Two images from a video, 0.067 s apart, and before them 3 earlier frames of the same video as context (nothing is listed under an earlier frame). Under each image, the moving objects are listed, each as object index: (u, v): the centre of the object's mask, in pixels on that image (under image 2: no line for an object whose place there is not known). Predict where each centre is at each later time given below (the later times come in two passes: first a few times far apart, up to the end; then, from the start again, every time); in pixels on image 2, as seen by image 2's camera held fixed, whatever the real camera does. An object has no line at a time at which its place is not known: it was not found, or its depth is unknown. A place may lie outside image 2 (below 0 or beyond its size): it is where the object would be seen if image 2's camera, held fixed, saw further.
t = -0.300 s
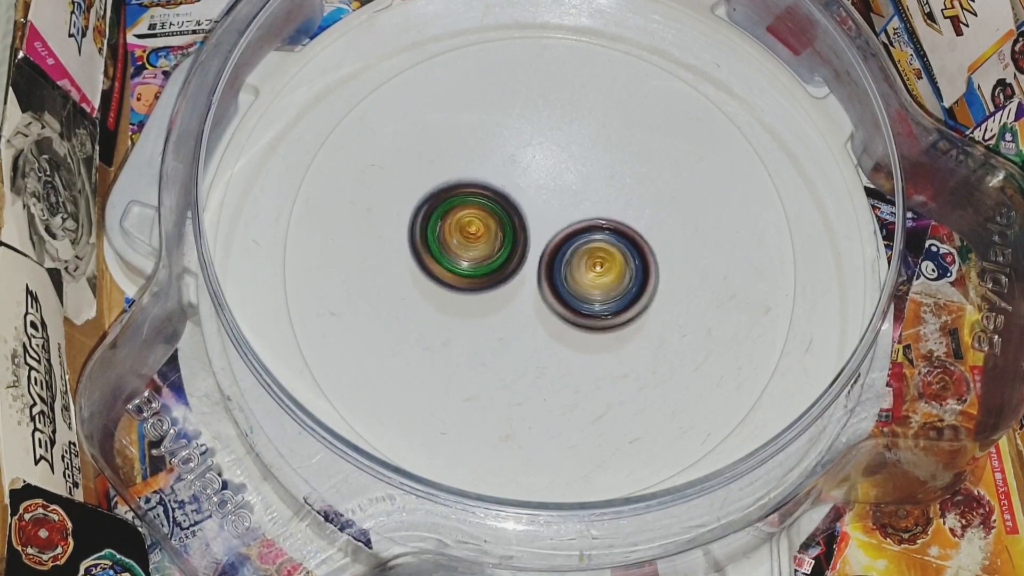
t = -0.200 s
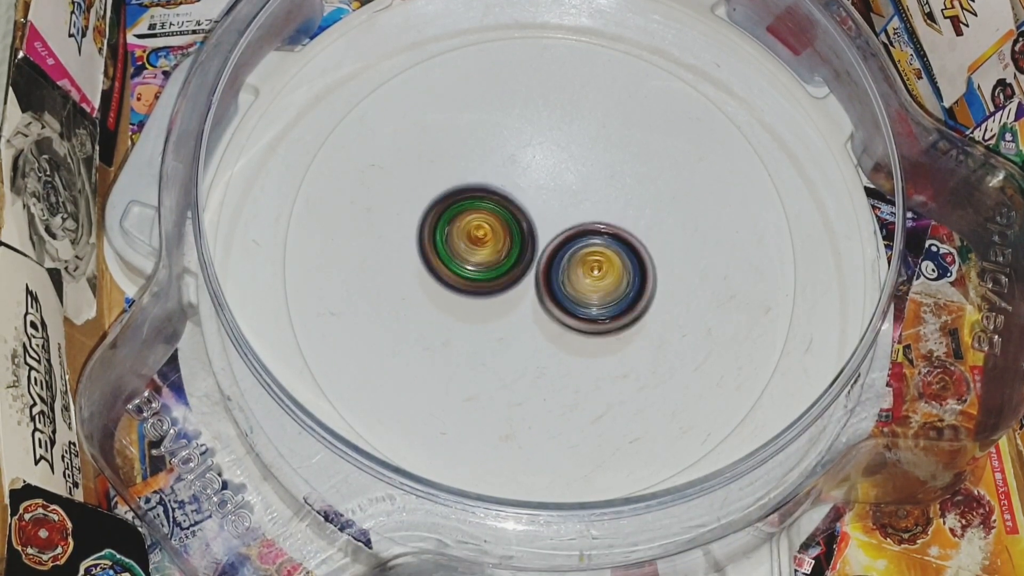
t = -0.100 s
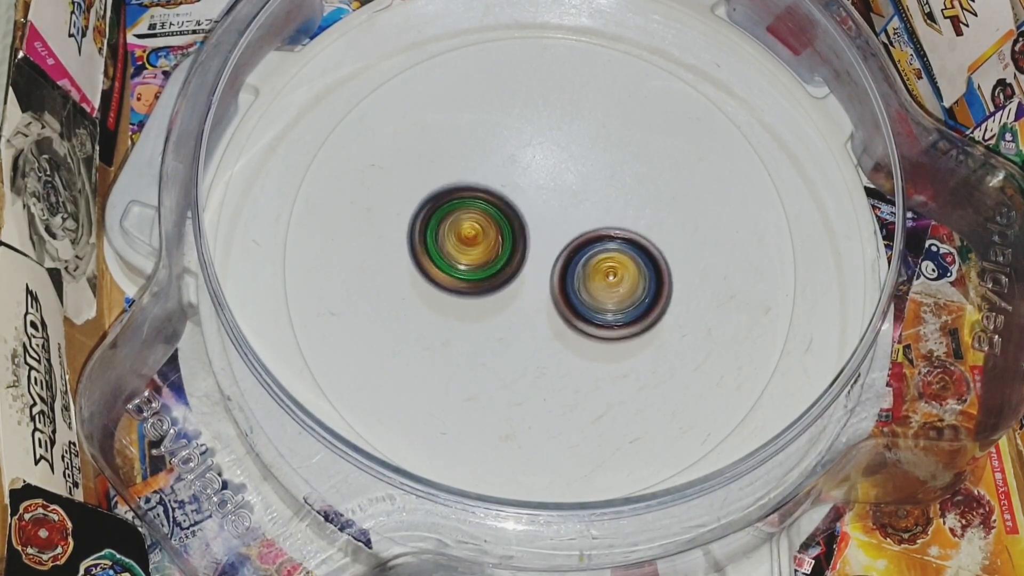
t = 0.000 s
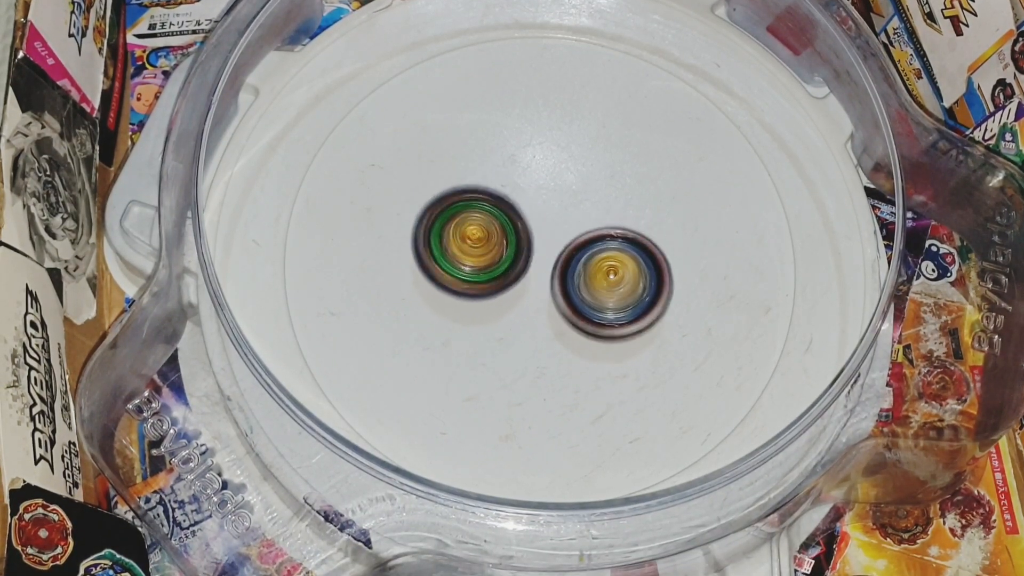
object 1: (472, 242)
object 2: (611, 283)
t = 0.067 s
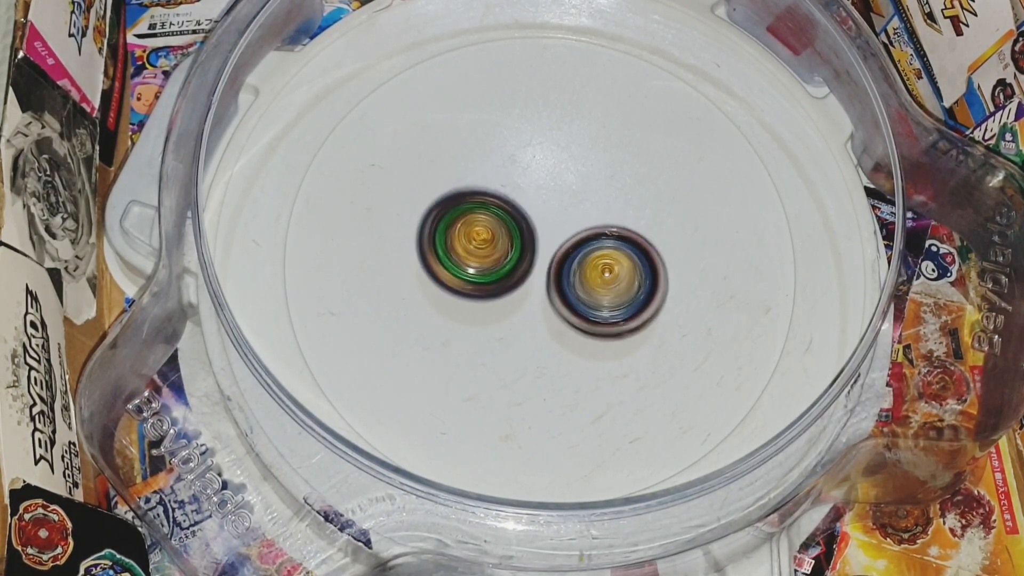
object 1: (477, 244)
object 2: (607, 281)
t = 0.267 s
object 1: (458, 239)
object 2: (626, 286)
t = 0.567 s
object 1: (473, 239)
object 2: (593, 277)
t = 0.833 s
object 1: (470, 232)
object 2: (587, 284)
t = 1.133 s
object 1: (460, 211)
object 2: (603, 305)
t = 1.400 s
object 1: (474, 207)
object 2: (599, 303)
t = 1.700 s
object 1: (484, 207)
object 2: (571, 290)
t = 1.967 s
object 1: (474, 187)
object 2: (589, 308)
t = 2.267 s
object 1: (488, 193)
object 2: (574, 293)
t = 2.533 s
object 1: (493, 192)
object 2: (561, 292)
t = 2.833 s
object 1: (503, 188)
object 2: (561, 302)
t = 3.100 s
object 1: (508, 185)
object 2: (560, 305)
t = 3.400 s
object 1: (511, 168)
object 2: (565, 320)
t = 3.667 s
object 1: (523, 178)
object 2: (554, 304)
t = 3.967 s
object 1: (530, 172)
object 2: (540, 305)
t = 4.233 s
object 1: (542, 158)
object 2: (528, 312)
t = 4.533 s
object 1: (555, 165)
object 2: (521, 302)
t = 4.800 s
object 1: (565, 170)
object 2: (515, 281)
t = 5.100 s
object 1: (579, 178)
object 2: (512, 273)
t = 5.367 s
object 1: (591, 184)
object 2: (514, 275)
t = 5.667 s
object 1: (602, 191)
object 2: (515, 281)
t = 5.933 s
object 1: (605, 199)
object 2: (518, 279)
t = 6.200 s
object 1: (610, 204)
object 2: (505, 285)
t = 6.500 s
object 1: (610, 218)
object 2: (502, 272)
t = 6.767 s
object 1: (610, 229)
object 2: (490, 265)
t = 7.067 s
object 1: (618, 235)
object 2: (487, 270)
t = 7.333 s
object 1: (621, 242)
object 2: (498, 271)
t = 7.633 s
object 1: (628, 245)
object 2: (490, 276)
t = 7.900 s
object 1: (627, 250)
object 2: (494, 281)
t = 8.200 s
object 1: (623, 257)
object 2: (498, 270)
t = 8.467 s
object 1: (616, 267)
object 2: (491, 264)
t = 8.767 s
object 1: (615, 275)
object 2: (487, 255)
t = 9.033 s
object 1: (612, 281)
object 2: (487, 248)
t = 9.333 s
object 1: (613, 286)
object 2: (483, 244)
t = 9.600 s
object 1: (610, 291)
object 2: (492, 242)
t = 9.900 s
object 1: (617, 300)
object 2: (473, 230)
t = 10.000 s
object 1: (614, 301)
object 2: (474, 230)
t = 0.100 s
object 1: (479, 244)
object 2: (604, 281)
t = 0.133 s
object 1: (481, 245)
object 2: (601, 281)
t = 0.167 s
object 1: (470, 241)
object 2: (613, 286)
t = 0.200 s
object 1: (460, 239)
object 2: (621, 288)
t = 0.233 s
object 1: (457, 239)
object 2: (625, 288)
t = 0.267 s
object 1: (458, 239)
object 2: (626, 286)
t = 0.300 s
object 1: (458, 238)
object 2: (626, 285)
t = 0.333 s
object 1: (458, 237)
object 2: (624, 284)
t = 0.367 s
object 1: (459, 237)
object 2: (622, 282)
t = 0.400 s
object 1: (461, 237)
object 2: (618, 280)
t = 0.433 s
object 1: (463, 237)
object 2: (614, 279)
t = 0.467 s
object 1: (466, 237)
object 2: (609, 278)
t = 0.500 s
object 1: (469, 238)
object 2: (604, 277)
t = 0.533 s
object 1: (472, 238)
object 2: (598, 276)
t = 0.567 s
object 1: (473, 239)
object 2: (593, 277)
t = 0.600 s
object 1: (467, 236)
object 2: (595, 278)
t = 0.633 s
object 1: (467, 236)
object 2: (594, 279)
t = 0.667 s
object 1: (468, 236)
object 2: (591, 279)
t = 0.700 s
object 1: (470, 236)
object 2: (587, 280)
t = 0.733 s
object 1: (466, 233)
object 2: (591, 282)
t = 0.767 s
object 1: (465, 233)
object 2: (591, 284)
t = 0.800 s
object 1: (467, 232)
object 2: (590, 284)
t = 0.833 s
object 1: (470, 232)
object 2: (587, 284)
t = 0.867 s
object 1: (472, 231)
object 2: (585, 286)
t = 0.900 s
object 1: (469, 228)
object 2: (587, 289)
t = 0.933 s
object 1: (471, 227)
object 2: (587, 290)
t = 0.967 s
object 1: (473, 227)
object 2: (585, 290)
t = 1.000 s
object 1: (475, 227)
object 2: (584, 291)
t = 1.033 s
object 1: (476, 226)
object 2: (583, 293)
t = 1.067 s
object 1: (466, 217)
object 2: (594, 301)
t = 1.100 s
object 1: (460, 212)
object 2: (600, 304)
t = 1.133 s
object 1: (460, 211)
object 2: (603, 305)
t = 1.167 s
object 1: (461, 210)
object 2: (605, 306)
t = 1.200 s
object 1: (463, 209)
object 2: (606, 306)
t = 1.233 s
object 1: (465, 208)
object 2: (605, 306)
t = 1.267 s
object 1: (466, 207)
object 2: (605, 306)
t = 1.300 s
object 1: (467, 207)
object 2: (603, 306)
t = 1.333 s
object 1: (469, 207)
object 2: (602, 305)
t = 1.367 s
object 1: (471, 207)
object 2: (600, 304)
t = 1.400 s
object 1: (474, 207)
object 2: (599, 303)
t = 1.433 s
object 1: (476, 207)
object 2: (596, 301)
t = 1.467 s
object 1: (478, 208)
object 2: (593, 299)
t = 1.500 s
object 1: (480, 209)
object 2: (589, 296)
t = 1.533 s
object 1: (483, 210)
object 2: (584, 293)
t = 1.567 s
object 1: (485, 211)
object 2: (579, 291)
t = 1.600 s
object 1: (483, 209)
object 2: (579, 292)
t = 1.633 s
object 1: (481, 208)
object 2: (578, 293)
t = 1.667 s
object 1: (482, 207)
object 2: (575, 291)
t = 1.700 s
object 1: (484, 207)
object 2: (571, 290)
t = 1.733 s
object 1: (484, 206)
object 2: (571, 291)
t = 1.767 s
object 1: (482, 203)
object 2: (572, 295)
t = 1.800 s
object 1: (474, 194)
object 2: (580, 302)
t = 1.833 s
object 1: (470, 190)
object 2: (585, 306)
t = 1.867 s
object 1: (470, 188)
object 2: (587, 307)
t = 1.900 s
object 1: (472, 188)
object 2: (588, 308)
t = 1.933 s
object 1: (473, 187)
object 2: (589, 308)
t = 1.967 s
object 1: (474, 187)
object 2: (589, 308)
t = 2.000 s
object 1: (475, 186)
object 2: (589, 307)
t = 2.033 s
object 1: (476, 186)
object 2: (588, 307)
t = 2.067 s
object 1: (477, 186)
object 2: (587, 306)
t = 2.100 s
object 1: (480, 187)
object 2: (587, 304)
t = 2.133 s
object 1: (481, 188)
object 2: (585, 302)
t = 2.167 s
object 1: (483, 189)
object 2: (583, 300)
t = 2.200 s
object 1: (484, 190)
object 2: (581, 298)
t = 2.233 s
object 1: (486, 192)
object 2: (578, 295)
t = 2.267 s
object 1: (488, 193)
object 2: (574, 293)
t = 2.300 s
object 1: (491, 195)
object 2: (571, 290)
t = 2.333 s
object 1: (493, 196)
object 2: (567, 289)
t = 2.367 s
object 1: (490, 194)
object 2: (567, 291)
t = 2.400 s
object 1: (489, 193)
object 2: (566, 291)
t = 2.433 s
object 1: (490, 194)
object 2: (564, 290)
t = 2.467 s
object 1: (492, 194)
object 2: (562, 290)
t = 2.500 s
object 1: (491, 192)
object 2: (562, 291)
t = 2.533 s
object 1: (493, 192)
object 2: (561, 292)
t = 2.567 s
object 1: (495, 193)
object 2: (559, 292)
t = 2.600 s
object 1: (496, 193)
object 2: (558, 293)
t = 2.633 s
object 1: (493, 186)
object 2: (561, 299)
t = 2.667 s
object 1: (493, 185)
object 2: (562, 301)
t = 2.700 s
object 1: (494, 185)
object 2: (563, 302)
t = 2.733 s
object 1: (496, 185)
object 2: (562, 303)
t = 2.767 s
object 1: (498, 185)
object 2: (562, 303)
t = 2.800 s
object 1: (501, 186)
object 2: (561, 302)
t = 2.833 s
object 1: (503, 188)
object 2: (561, 302)
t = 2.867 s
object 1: (505, 189)
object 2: (560, 300)
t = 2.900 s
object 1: (507, 191)
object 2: (558, 297)
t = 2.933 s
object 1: (508, 191)
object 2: (557, 297)
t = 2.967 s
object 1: (506, 185)
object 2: (560, 303)
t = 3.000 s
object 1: (504, 183)
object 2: (561, 305)
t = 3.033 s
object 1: (505, 183)
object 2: (561, 306)
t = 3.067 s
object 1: (506, 184)
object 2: (561, 305)
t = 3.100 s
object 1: (508, 185)
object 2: (560, 305)
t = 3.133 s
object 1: (510, 185)
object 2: (559, 303)
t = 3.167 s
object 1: (512, 187)
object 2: (558, 302)
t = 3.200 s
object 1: (513, 189)
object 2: (556, 300)
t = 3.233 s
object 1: (515, 190)
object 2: (555, 299)
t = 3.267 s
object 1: (512, 179)
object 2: (559, 309)
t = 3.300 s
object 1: (510, 170)
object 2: (561, 316)
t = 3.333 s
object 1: (508, 168)
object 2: (563, 319)
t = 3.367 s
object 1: (509, 168)
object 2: (564, 320)
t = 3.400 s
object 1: (511, 168)
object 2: (565, 320)
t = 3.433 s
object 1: (513, 169)
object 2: (565, 319)
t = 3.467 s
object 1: (515, 170)
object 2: (564, 318)
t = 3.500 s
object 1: (516, 171)
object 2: (563, 316)
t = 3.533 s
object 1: (517, 172)
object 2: (562, 315)
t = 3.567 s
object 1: (519, 173)
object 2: (561, 313)
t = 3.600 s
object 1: (520, 174)
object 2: (559, 310)
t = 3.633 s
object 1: (521, 176)
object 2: (557, 307)
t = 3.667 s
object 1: (523, 178)
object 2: (554, 304)
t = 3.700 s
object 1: (524, 179)
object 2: (552, 301)
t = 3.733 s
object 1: (526, 181)
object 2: (549, 297)
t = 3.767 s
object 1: (527, 183)
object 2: (547, 295)
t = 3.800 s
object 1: (526, 180)
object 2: (545, 298)
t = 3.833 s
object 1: (525, 171)
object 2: (544, 304)
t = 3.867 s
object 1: (524, 169)
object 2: (543, 306)
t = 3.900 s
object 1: (526, 170)
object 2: (542, 307)
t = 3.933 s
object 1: (528, 171)
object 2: (541, 306)
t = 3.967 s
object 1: (530, 172)
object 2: (540, 305)
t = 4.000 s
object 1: (532, 172)
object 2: (539, 303)
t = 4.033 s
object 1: (534, 174)
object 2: (538, 301)
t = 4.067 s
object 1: (536, 177)
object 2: (537, 297)
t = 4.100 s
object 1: (537, 179)
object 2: (535, 295)
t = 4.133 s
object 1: (539, 180)
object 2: (533, 294)
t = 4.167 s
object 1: (541, 168)
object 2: (530, 304)
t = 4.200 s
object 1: (542, 161)
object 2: (529, 310)
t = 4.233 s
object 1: (542, 158)
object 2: (528, 312)
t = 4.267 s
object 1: (544, 158)
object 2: (527, 313)
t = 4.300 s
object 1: (546, 159)
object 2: (526, 314)
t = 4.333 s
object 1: (548, 160)
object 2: (526, 314)
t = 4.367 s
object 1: (548, 160)
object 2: (526, 312)
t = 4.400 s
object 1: (550, 160)
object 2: (524, 311)
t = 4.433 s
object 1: (552, 161)
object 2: (523, 309)
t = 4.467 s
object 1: (553, 162)
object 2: (522, 307)
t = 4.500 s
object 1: (554, 164)
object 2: (522, 305)
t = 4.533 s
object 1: (555, 165)
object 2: (521, 302)
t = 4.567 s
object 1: (556, 167)
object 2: (521, 298)
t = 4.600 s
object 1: (557, 170)
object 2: (520, 295)
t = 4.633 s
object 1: (558, 172)
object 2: (520, 292)
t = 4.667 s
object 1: (559, 173)
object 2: (521, 288)
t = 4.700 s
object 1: (560, 175)
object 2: (520, 284)
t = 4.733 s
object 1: (561, 176)
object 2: (518, 282)
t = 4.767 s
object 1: (565, 171)
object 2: (515, 282)
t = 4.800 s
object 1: (565, 170)
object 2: (515, 281)
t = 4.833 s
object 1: (567, 172)
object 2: (514, 279)
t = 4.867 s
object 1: (569, 173)
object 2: (514, 275)
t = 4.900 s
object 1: (570, 174)
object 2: (513, 273)
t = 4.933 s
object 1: (572, 174)
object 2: (512, 272)
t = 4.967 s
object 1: (573, 174)
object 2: (511, 271)
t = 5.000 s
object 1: (574, 175)
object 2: (512, 271)
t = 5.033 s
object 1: (575, 176)
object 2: (511, 272)
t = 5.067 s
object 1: (577, 177)
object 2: (511, 272)
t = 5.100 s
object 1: (579, 178)
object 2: (512, 273)
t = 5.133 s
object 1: (580, 180)
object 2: (512, 272)
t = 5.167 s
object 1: (582, 181)
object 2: (512, 272)
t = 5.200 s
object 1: (583, 181)
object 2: (512, 274)
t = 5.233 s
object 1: (585, 183)
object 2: (512, 274)
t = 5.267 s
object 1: (586, 184)
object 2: (513, 274)
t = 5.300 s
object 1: (588, 184)
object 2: (513, 275)
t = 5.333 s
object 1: (589, 185)
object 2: (514, 274)
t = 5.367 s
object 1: (591, 184)
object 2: (514, 275)
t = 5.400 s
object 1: (592, 185)
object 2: (515, 276)
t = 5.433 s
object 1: (594, 186)
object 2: (515, 276)
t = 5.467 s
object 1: (595, 187)
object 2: (516, 276)
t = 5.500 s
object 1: (596, 189)
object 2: (517, 275)
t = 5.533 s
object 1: (597, 189)
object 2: (518, 274)
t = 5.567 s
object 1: (600, 187)
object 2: (516, 277)
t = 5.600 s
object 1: (600, 187)
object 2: (515, 279)
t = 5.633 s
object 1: (600, 189)
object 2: (515, 280)
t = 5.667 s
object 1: (602, 191)
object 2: (515, 281)
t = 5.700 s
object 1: (602, 191)
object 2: (516, 281)
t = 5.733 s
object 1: (603, 193)
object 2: (516, 281)
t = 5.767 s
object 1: (604, 194)
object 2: (516, 281)
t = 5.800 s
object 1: (604, 195)
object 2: (517, 281)
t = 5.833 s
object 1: (604, 197)
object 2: (518, 280)
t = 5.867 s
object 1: (605, 199)
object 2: (518, 279)
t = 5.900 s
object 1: (605, 199)
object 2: (518, 279)
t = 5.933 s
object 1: (605, 199)
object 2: (518, 279)
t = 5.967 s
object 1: (607, 199)
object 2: (515, 280)
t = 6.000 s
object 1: (610, 196)
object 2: (512, 283)
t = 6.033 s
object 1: (609, 197)
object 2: (511, 284)
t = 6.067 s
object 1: (608, 199)
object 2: (509, 285)
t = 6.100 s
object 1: (610, 200)
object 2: (507, 286)
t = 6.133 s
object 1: (610, 202)
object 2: (506, 286)
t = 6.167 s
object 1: (609, 203)
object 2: (505, 286)
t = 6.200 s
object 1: (610, 204)
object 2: (505, 285)
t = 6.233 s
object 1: (610, 206)
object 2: (504, 284)
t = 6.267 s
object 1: (609, 209)
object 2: (504, 284)
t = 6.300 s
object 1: (608, 210)
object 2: (504, 282)
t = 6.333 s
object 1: (609, 212)
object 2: (505, 280)
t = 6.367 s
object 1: (608, 215)
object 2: (505, 278)
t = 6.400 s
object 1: (607, 216)
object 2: (506, 276)
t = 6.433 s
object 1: (609, 215)
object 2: (504, 276)
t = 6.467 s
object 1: (609, 216)
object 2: (503, 273)
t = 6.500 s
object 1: (610, 218)
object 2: (502, 272)
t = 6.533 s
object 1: (609, 219)
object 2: (502, 270)
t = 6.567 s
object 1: (611, 219)
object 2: (499, 270)
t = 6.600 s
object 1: (611, 220)
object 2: (496, 269)
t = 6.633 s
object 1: (610, 222)
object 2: (494, 269)
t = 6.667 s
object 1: (611, 224)
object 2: (493, 268)
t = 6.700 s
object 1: (611, 226)
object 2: (491, 266)
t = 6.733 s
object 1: (611, 228)
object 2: (490, 265)
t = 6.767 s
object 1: (610, 229)
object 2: (490, 265)
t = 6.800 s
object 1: (610, 231)
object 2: (490, 264)
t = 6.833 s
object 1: (610, 232)
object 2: (491, 263)
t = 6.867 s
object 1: (611, 232)
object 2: (490, 264)
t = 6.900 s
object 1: (616, 231)
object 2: (485, 265)
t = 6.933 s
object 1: (617, 231)
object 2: (483, 266)
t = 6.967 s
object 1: (617, 233)
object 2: (483, 267)
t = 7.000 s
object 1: (618, 234)
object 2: (483, 268)
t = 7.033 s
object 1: (617, 234)
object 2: (484, 270)
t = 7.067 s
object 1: (618, 235)
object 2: (487, 270)
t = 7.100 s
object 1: (618, 236)
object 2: (489, 271)
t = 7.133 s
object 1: (618, 236)
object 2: (493, 271)
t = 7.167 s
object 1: (618, 237)
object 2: (497, 271)
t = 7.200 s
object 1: (619, 238)
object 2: (499, 271)
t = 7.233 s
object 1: (623, 237)
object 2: (498, 271)
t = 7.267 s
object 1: (622, 237)
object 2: (498, 270)
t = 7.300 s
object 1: (622, 240)
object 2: (498, 270)
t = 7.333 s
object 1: (621, 242)
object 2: (498, 271)
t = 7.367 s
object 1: (620, 242)
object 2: (498, 271)
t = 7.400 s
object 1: (620, 244)
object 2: (499, 271)
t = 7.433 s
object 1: (619, 245)
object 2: (498, 271)
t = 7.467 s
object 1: (618, 245)
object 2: (498, 271)
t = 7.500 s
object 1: (620, 244)
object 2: (496, 272)
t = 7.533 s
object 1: (619, 245)
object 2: (495, 273)
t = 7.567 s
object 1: (618, 246)
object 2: (496, 274)
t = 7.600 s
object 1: (622, 246)
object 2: (495, 275)
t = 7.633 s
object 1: (628, 245)
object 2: (490, 276)
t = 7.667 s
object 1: (630, 244)
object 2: (489, 277)
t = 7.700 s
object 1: (630, 245)
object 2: (489, 279)
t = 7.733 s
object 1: (629, 246)
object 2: (488, 280)
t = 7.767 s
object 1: (629, 247)
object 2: (489, 281)
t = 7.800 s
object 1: (629, 248)
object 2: (490, 281)
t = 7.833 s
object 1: (629, 248)
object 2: (491, 282)
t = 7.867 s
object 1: (627, 249)
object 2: (492, 282)
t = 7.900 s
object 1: (627, 250)
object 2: (494, 281)
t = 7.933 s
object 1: (625, 251)
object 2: (496, 280)
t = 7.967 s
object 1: (623, 252)
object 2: (498, 279)
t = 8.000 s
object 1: (623, 253)
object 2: (501, 278)
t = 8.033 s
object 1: (627, 253)
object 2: (498, 276)
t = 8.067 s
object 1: (626, 253)
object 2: (498, 275)
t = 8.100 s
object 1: (625, 255)
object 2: (499, 274)
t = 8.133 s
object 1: (623, 257)
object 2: (501, 272)
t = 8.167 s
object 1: (623, 258)
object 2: (500, 271)
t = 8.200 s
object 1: (623, 257)
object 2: (498, 270)
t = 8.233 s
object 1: (623, 258)
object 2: (496, 269)
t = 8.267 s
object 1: (623, 258)
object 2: (495, 269)
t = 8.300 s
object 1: (622, 259)
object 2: (493, 267)
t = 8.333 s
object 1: (621, 260)
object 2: (492, 267)
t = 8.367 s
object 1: (620, 262)
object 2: (491, 265)
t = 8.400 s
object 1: (619, 263)
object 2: (491, 265)
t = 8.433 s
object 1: (618, 265)
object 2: (492, 264)
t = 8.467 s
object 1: (616, 267)
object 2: (491, 264)
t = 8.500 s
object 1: (617, 267)
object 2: (490, 263)
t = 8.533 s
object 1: (619, 268)
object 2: (487, 262)
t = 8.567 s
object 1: (616, 268)
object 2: (487, 260)
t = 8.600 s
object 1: (615, 270)
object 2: (488, 260)
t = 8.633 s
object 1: (613, 271)
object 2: (489, 260)
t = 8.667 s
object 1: (614, 272)
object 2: (488, 259)
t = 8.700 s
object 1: (616, 273)
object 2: (487, 257)
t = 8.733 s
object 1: (615, 274)
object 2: (486, 257)
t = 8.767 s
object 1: (615, 275)
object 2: (487, 255)
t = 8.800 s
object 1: (614, 277)
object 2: (487, 254)
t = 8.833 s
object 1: (613, 278)
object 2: (489, 254)
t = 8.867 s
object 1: (612, 278)
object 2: (490, 253)
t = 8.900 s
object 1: (616, 278)
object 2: (488, 251)
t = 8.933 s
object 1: (616, 278)
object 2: (486, 250)
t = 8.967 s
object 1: (614, 279)
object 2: (487, 249)
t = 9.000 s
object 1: (613, 280)
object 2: (487, 249)
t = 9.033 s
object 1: (612, 281)
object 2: (487, 248)
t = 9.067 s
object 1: (611, 281)
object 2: (488, 248)
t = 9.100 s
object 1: (610, 282)
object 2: (490, 247)
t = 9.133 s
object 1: (613, 283)
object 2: (489, 247)
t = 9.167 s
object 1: (620, 284)
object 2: (482, 245)
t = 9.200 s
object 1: (619, 284)
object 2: (481, 244)
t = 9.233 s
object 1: (617, 285)
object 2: (480, 244)
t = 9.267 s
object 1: (616, 285)
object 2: (480, 243)
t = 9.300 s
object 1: (614, 286)
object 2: (481, 244)
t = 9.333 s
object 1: (613, 286)
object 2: (483, 244)
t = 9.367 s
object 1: (612, 287)
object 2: (485, 244)
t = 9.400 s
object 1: (610, 287)
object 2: (487, 245)
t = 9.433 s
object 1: (609, 288)
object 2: (489, 245)
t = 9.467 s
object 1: (608, 289)
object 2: (491, 245)
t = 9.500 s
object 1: (611, 289)
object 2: (492, 244)
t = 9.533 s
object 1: (613, 290)
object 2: (491, 243)
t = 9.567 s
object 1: (611, 290)
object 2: (491, 242)
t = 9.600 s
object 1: (610, 291)
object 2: (492, 242)
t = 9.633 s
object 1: (609, 292)
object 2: (493, 242)
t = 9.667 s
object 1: (607, 293)
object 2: (495, 242)
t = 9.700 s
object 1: (608, 293)
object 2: (494, 241)
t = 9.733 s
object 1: (607, 293)
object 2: (496, 241)
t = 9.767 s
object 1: (614, 296)
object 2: (487, 236)
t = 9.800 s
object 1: (619, 298)
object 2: (479, 232)
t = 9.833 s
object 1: (618, 298)
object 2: (476, 231)
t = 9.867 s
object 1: (617, 298)
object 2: (474, 230)
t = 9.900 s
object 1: (617, 300)
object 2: (473, 230)
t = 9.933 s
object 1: (616, 299)
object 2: (473, 229)
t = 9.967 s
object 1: (616, 300)
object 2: (472, 229)
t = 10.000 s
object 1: (614, 301)
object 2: (474, 230)
